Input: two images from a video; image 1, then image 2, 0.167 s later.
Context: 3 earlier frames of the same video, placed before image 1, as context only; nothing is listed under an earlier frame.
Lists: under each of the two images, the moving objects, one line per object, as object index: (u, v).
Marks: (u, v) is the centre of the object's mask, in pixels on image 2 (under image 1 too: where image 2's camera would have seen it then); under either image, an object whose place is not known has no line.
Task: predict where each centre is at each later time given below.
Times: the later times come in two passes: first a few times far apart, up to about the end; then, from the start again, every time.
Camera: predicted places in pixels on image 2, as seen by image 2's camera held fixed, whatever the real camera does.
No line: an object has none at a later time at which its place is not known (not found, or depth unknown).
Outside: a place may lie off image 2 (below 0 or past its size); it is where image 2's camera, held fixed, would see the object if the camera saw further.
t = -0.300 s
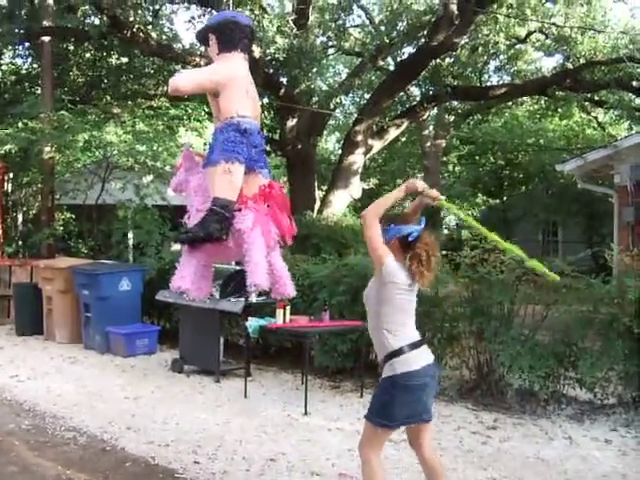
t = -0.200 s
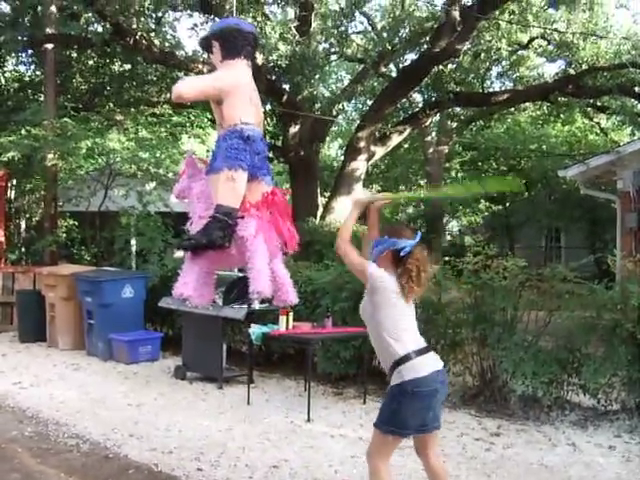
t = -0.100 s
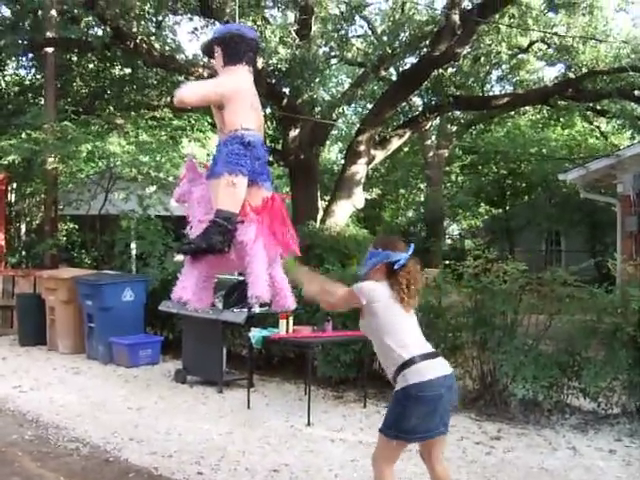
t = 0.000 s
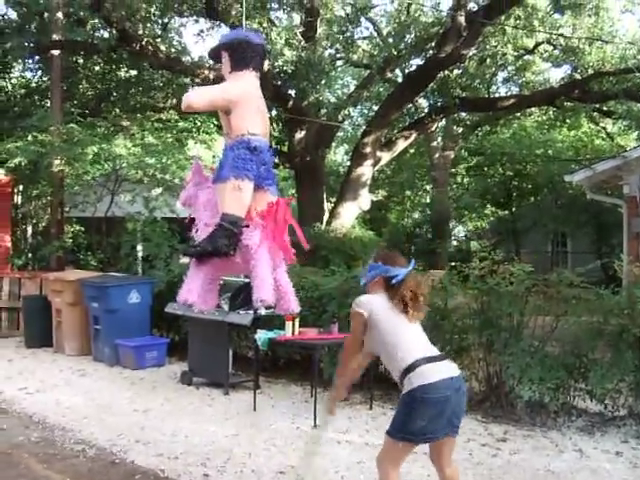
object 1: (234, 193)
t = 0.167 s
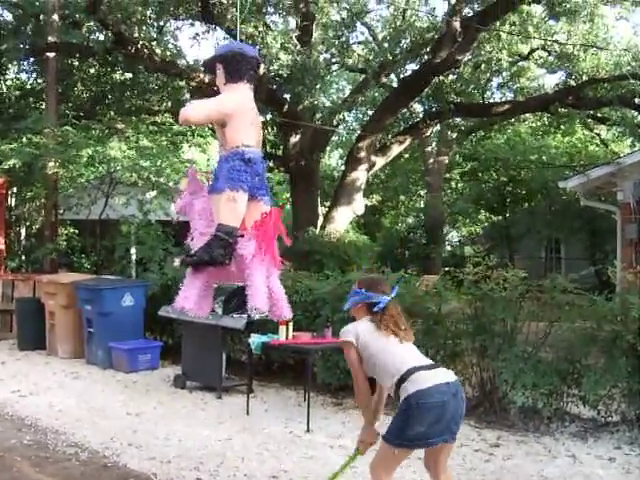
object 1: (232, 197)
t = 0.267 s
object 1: (232, 200)
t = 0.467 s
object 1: (231, 206)
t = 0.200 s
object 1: (232, 198)
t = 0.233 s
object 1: (232, 199)
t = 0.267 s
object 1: (232, 200)
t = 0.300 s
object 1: (231, 201)
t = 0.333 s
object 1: (231, 202)
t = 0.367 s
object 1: (231, 203)
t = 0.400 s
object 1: (231, 204)
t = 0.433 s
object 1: (231, 205)
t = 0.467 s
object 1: (231, 206)
